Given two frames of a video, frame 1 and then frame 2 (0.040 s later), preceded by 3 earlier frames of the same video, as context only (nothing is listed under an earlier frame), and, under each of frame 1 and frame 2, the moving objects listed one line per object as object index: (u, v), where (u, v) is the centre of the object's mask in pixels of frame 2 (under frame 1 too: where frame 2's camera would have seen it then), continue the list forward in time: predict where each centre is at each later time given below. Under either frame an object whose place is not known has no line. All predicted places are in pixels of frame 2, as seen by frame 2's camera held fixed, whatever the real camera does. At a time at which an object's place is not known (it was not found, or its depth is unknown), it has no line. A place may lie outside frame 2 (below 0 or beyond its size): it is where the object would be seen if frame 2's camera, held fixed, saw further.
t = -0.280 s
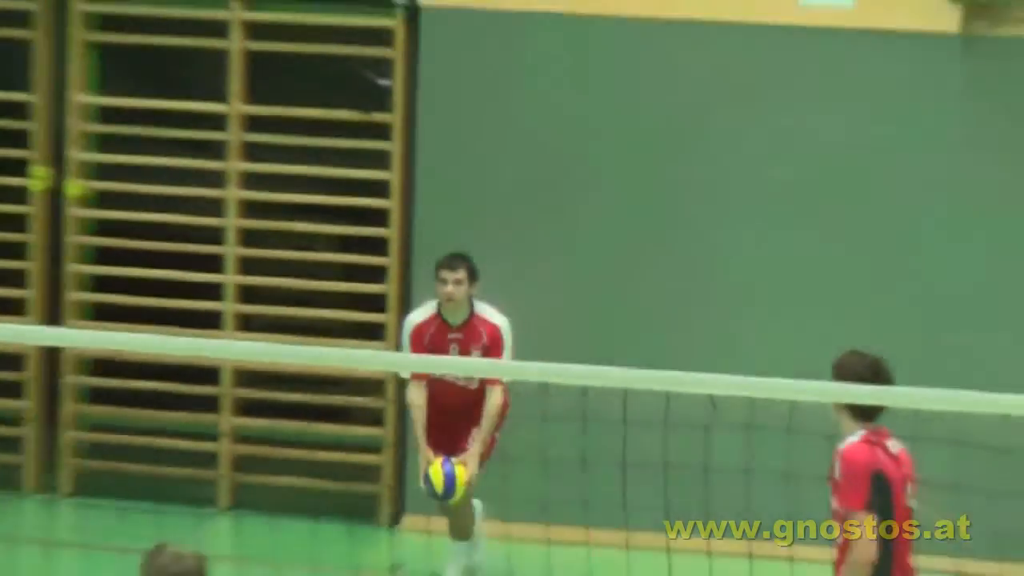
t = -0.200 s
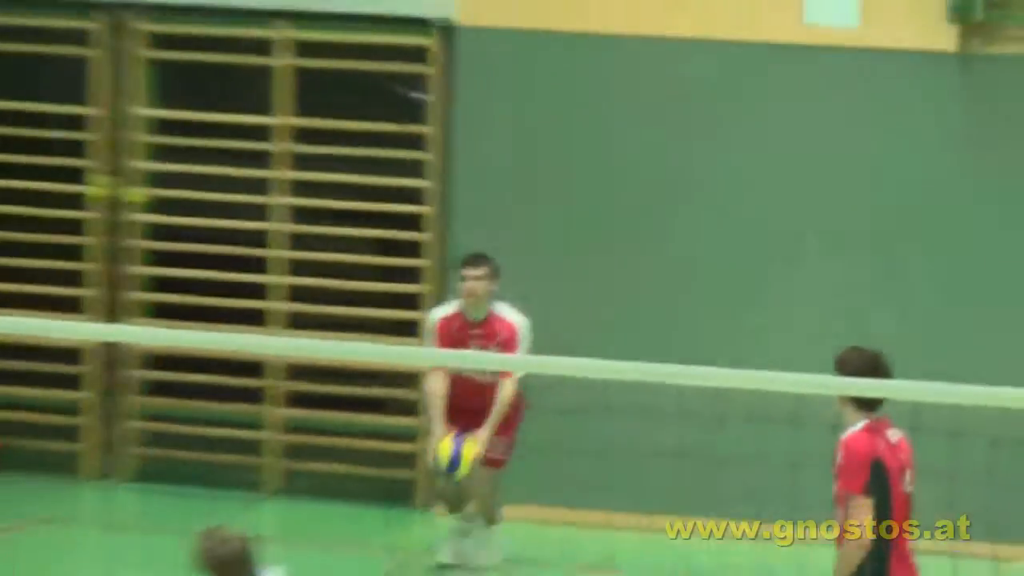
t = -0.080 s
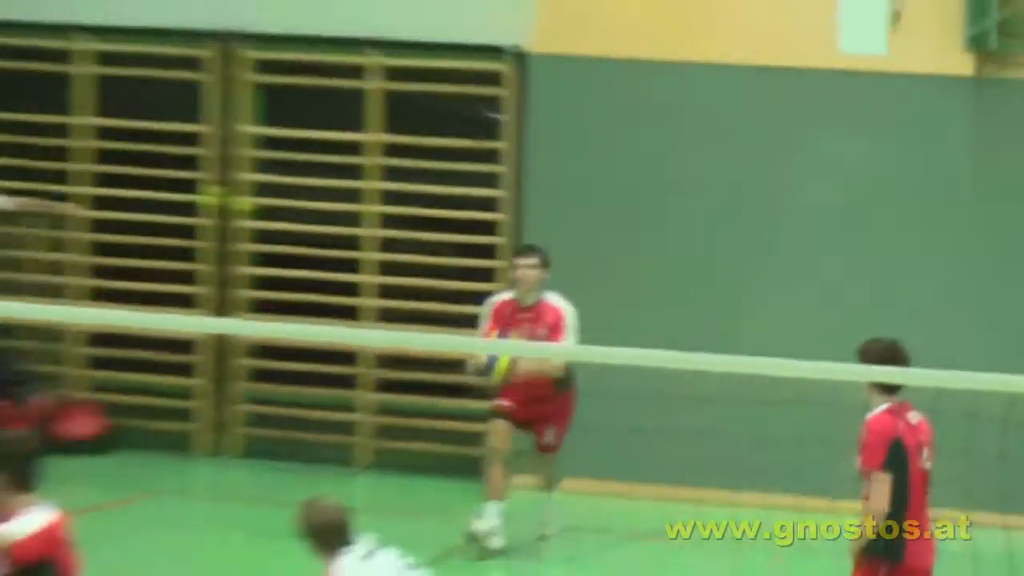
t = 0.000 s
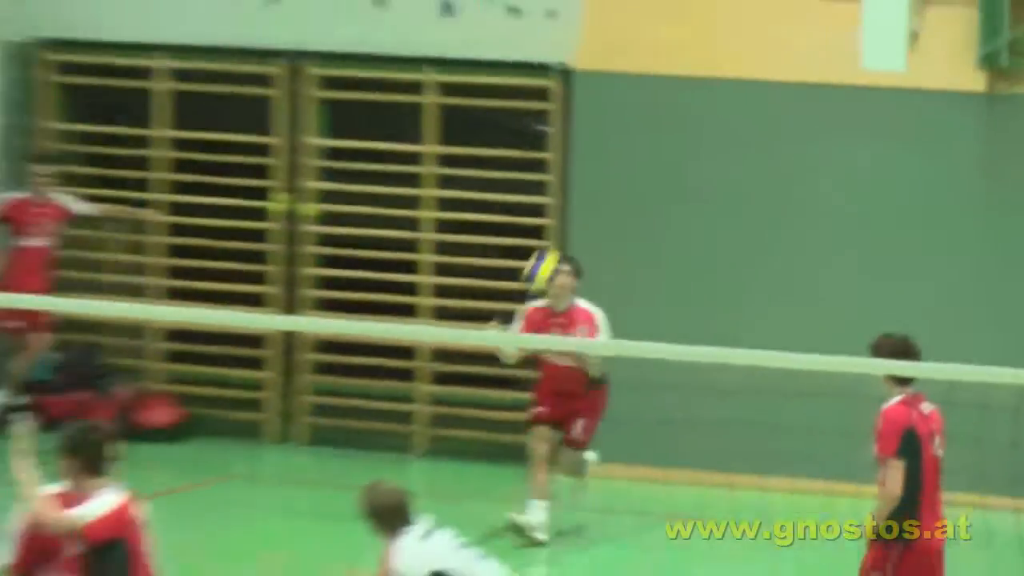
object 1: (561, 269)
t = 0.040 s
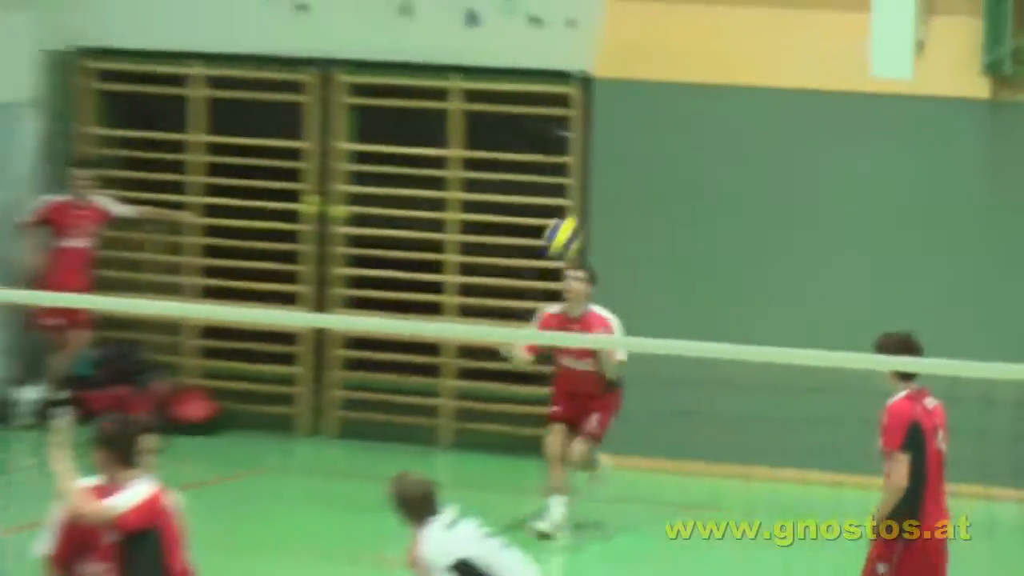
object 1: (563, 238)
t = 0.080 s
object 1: (561, 205)
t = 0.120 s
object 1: (559, 177)
